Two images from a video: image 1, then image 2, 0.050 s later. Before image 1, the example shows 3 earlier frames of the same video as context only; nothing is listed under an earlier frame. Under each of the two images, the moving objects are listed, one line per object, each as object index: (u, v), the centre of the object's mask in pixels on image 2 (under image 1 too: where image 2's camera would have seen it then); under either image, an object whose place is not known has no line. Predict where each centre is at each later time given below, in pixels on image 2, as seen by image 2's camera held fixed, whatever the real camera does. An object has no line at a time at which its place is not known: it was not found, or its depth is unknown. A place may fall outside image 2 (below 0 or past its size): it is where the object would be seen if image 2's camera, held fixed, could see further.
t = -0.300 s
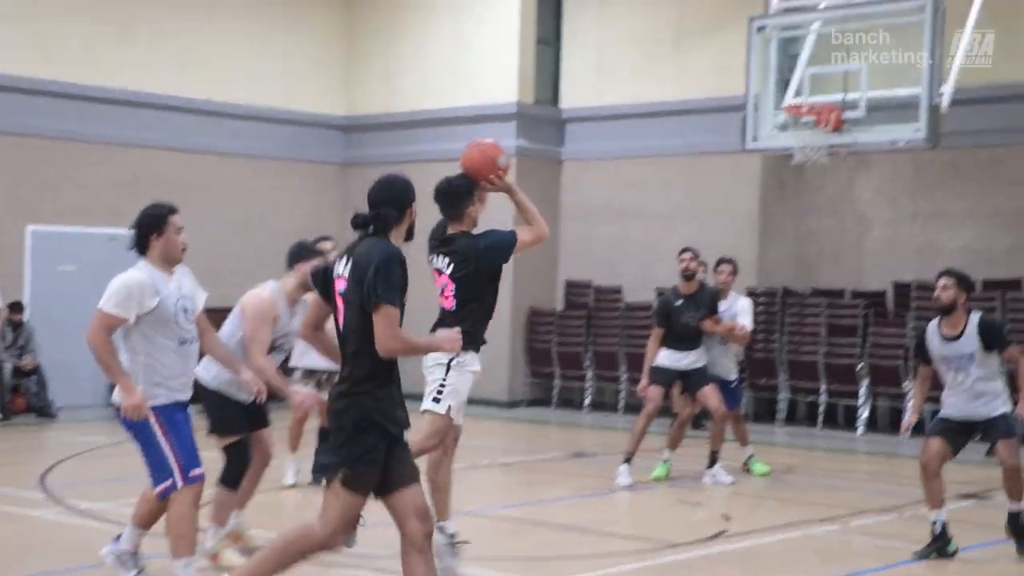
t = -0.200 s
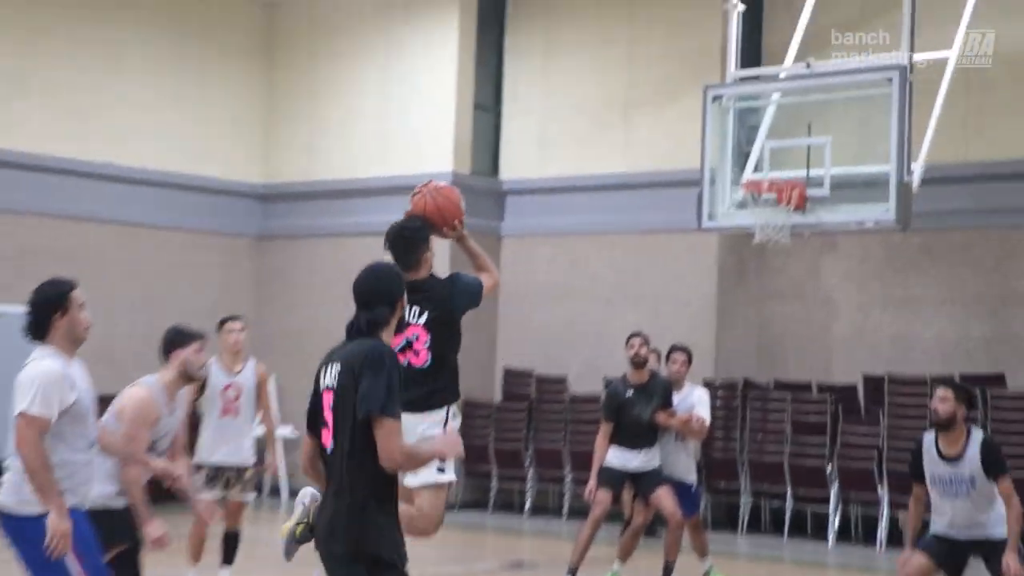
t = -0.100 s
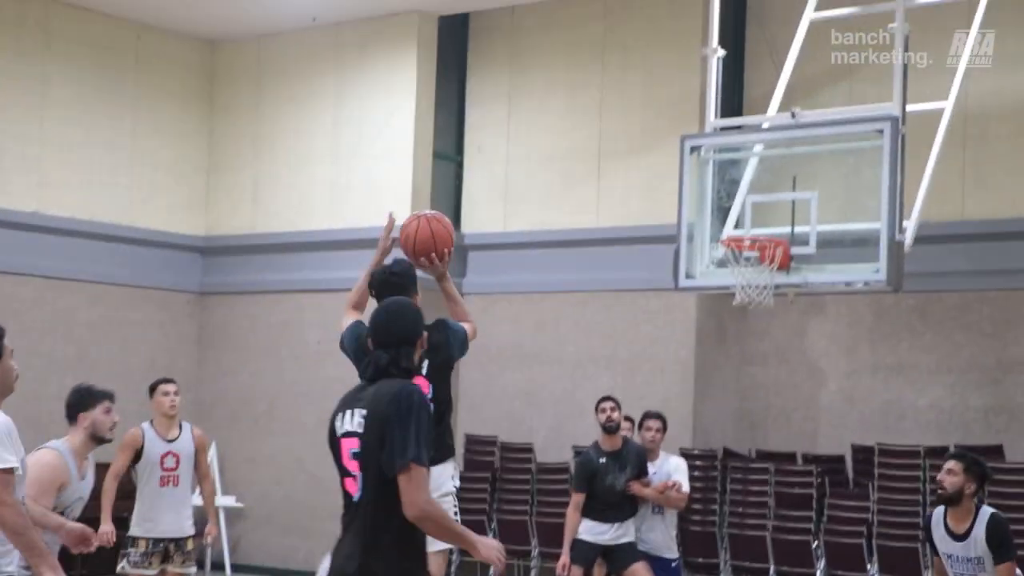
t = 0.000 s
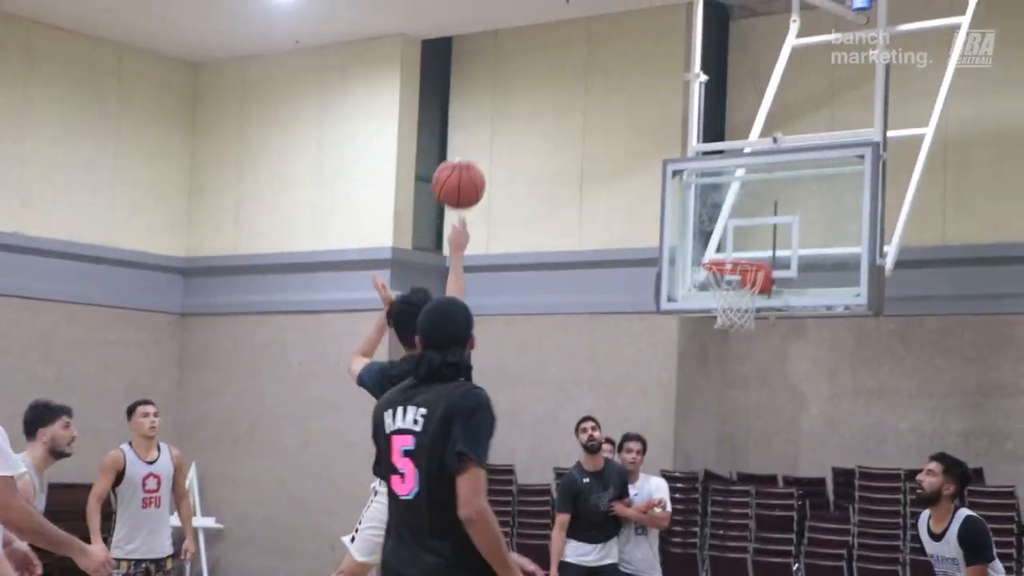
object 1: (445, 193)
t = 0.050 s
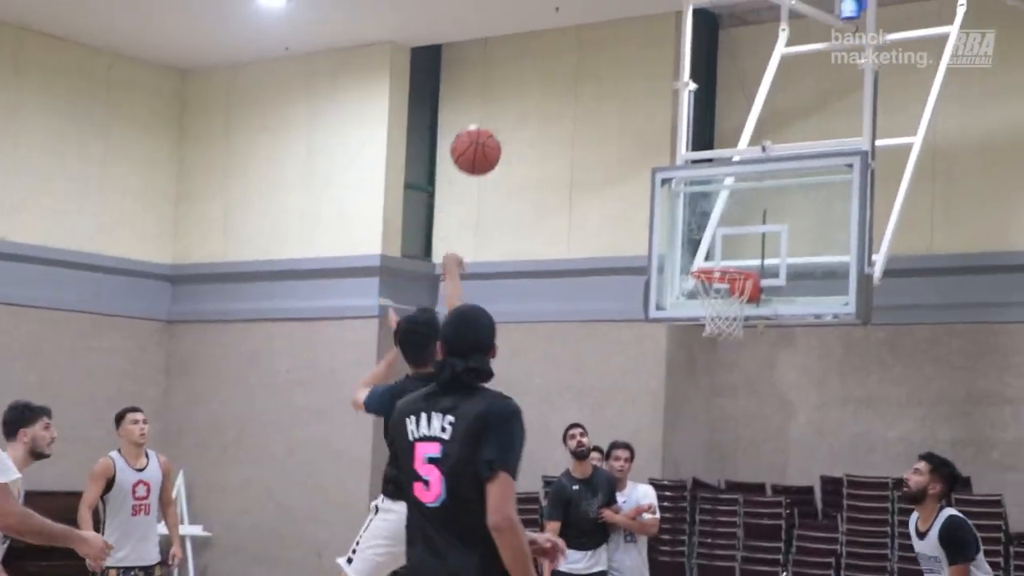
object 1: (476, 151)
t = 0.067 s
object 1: (484, 138)
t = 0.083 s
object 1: (494, 127)
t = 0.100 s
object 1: (501, 115)
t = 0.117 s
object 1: (510, 105)
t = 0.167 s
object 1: (533, 81)
